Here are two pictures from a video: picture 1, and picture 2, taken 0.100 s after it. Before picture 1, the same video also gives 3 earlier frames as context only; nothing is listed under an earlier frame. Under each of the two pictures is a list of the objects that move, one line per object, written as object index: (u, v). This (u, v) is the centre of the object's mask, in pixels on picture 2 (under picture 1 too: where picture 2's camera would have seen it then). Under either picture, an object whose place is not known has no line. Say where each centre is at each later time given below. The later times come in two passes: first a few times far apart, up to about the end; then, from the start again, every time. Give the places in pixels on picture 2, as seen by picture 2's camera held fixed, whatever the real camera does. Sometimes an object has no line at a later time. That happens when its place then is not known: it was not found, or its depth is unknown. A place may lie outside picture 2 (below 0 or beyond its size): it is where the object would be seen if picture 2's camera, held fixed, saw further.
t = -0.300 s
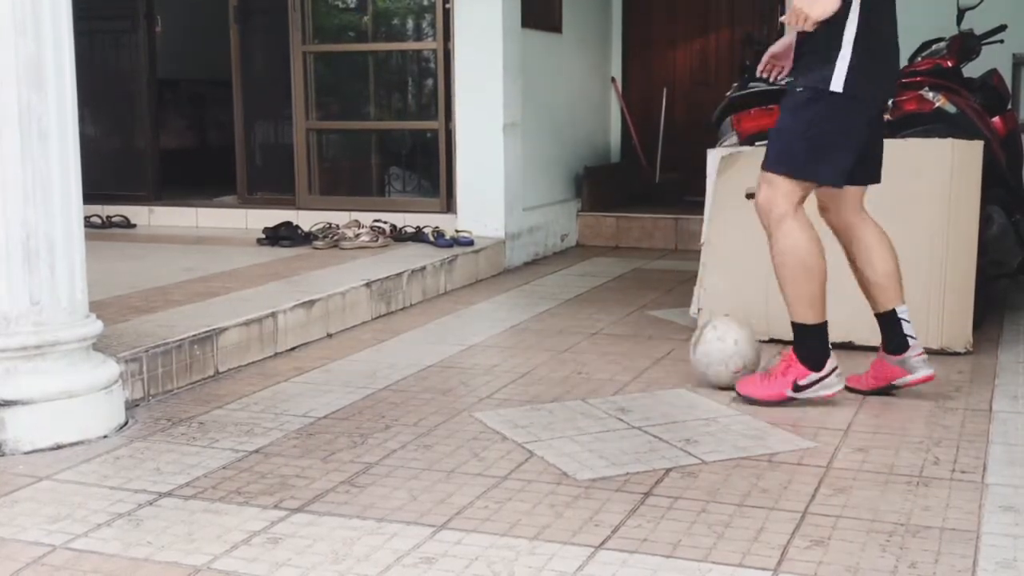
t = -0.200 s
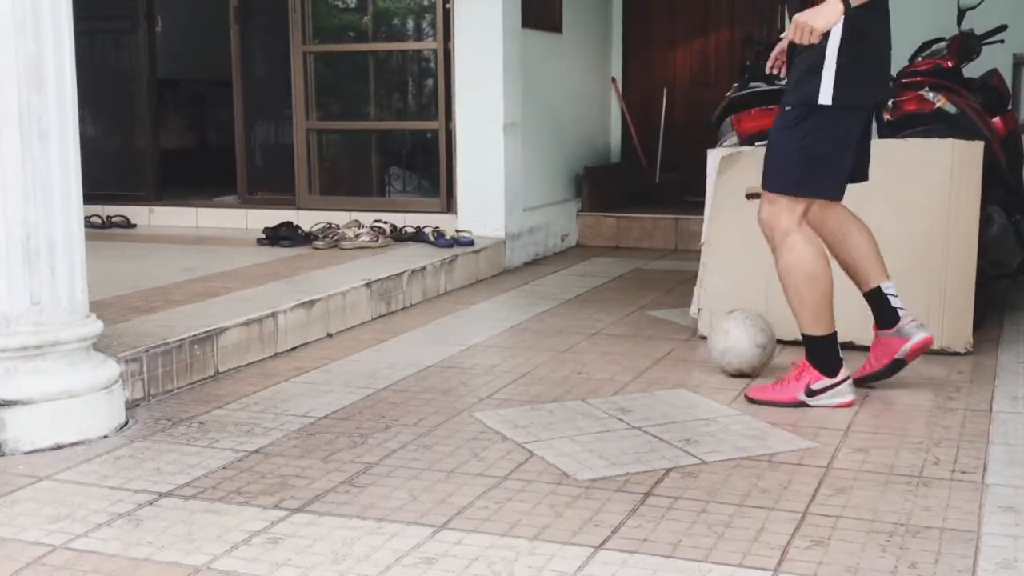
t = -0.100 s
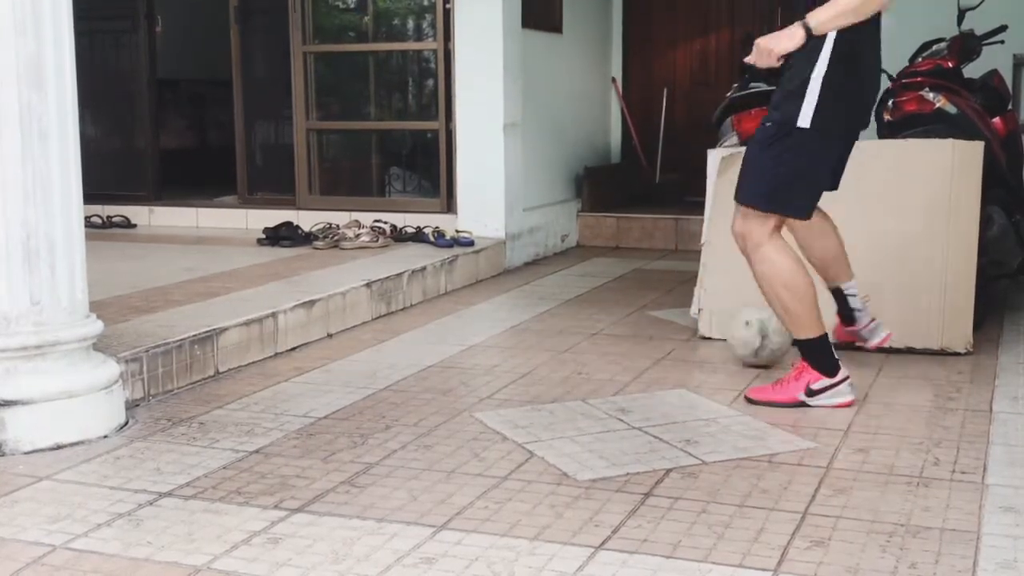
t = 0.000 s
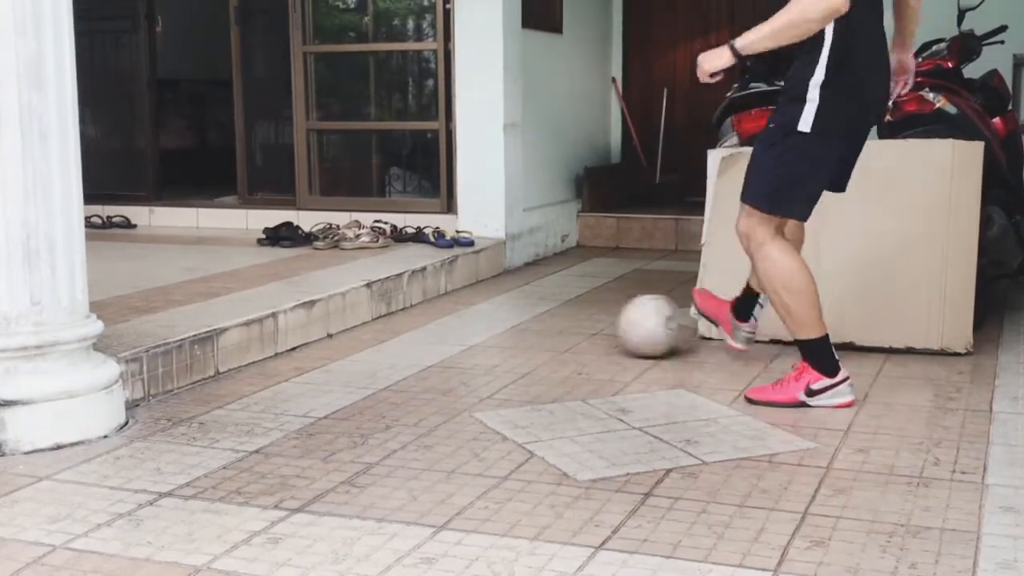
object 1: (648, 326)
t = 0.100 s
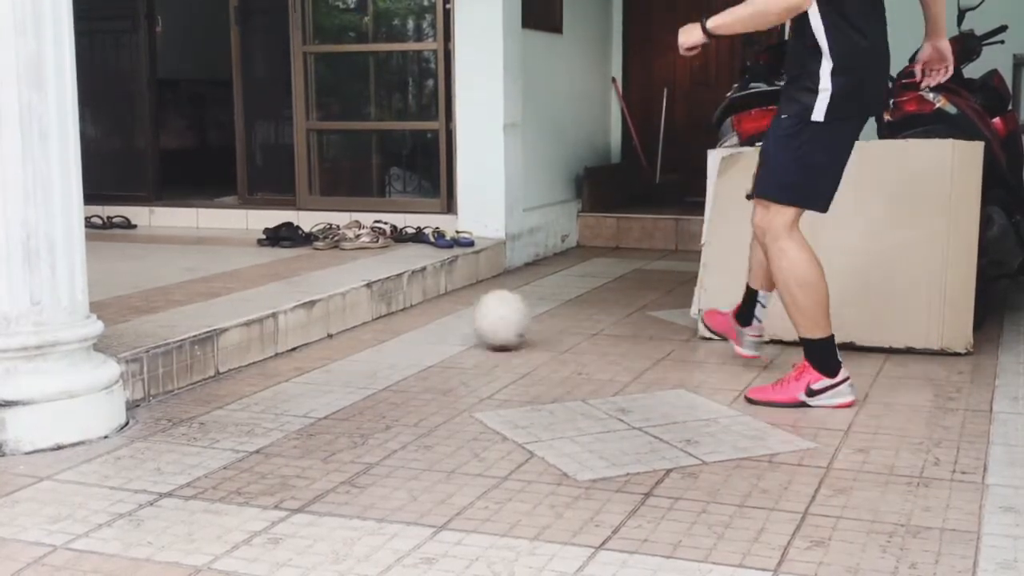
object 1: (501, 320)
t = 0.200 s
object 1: (371, 315)
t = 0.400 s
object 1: (449, 318)
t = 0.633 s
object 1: (548, 323)
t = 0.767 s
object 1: (602, 326)
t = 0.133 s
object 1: (455, 319)
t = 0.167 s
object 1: (413, 317)
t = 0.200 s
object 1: (371, 315)
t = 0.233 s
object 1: (343, 314)
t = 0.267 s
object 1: (365, 313)
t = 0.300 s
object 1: (387, 314)
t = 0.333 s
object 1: (409, 316)
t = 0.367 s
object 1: (429, 317)
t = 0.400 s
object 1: (449, 318)
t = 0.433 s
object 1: (466, 319)
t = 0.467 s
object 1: (483, 320)
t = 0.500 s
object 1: (499, 321)
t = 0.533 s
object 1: (514, 322)
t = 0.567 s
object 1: (522, 322)
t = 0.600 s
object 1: (535, 322)
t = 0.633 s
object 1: (548, 323)
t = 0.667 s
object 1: (561, 324)
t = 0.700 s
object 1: (575, 325)
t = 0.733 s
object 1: (589, 325)
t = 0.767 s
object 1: (602, 326)
